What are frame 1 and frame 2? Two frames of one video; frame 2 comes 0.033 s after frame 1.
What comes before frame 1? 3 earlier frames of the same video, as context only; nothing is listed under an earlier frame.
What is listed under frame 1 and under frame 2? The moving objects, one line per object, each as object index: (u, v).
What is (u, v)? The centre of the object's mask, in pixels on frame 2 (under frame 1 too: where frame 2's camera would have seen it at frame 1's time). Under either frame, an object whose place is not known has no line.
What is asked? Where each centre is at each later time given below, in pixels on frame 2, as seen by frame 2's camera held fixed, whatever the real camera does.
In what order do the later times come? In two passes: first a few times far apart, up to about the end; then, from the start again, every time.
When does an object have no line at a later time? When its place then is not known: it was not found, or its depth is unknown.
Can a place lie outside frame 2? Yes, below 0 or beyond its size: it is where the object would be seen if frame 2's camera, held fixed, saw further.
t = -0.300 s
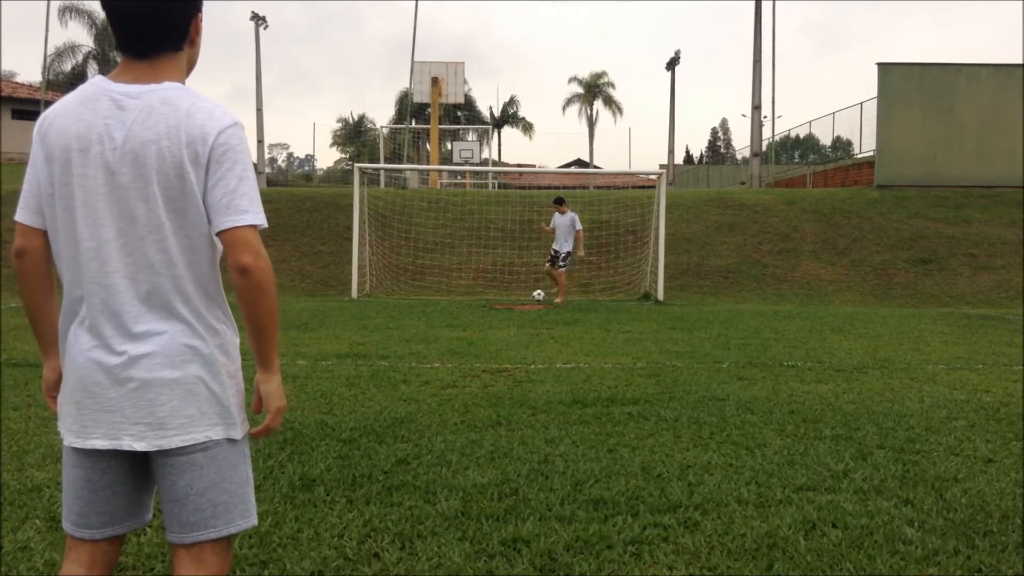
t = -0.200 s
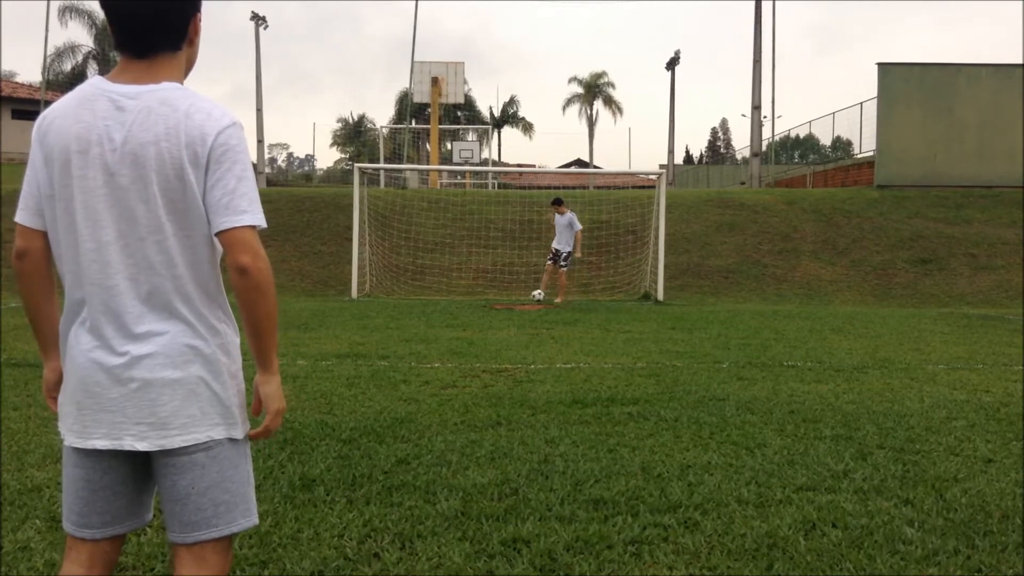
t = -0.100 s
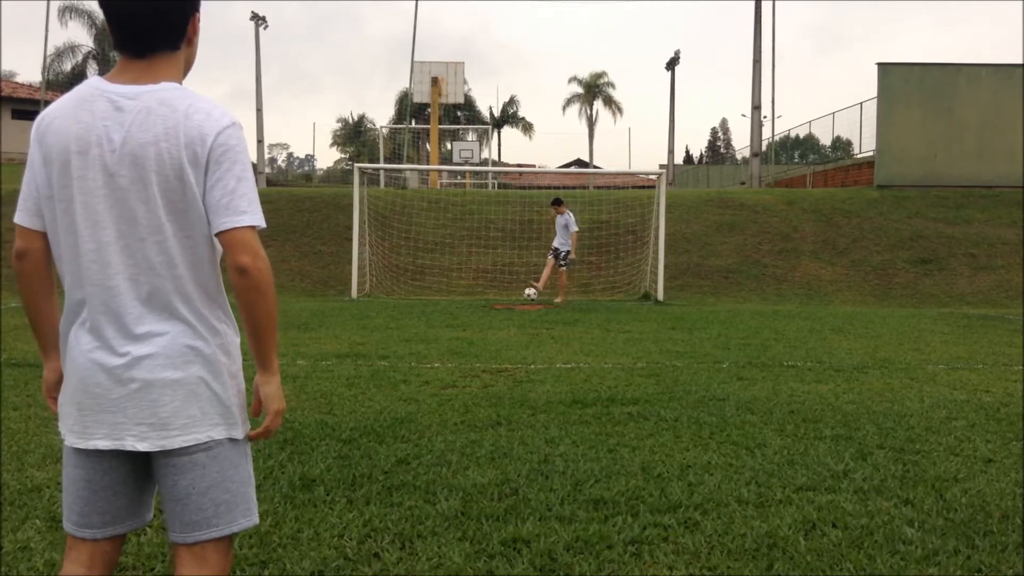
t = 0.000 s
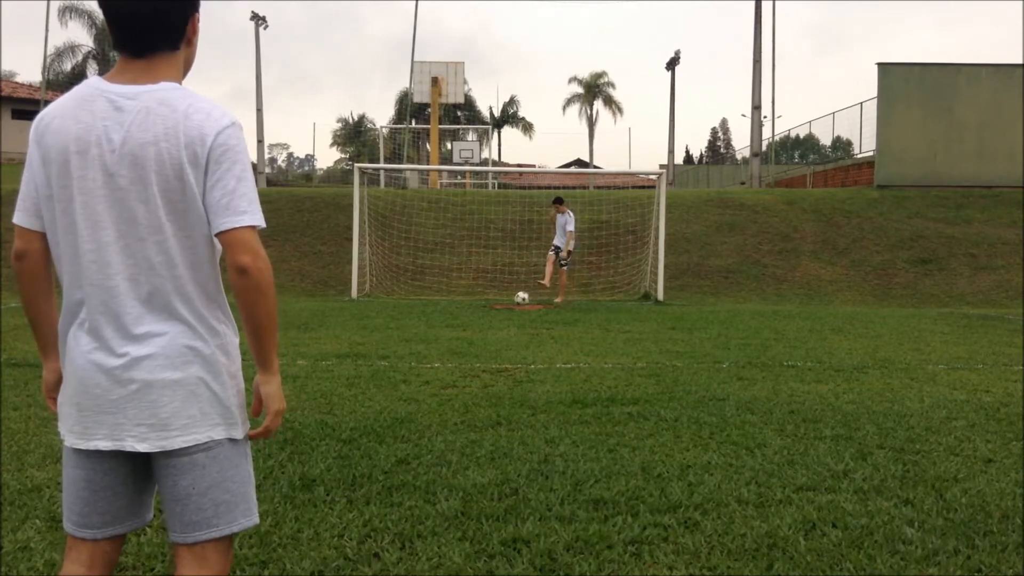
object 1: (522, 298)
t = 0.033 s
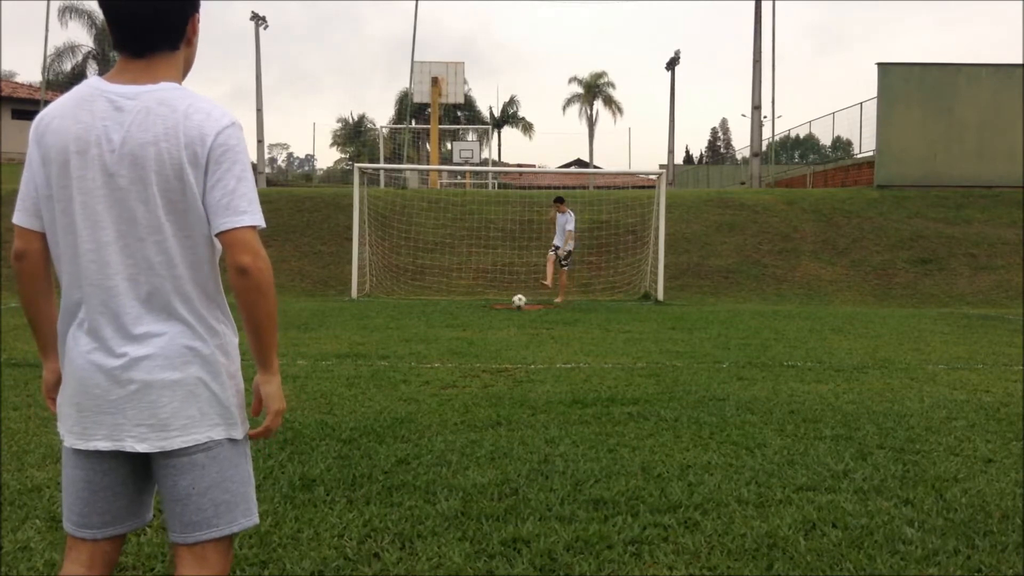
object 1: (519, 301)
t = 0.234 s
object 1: (505, 308)
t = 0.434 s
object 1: (491, 319)
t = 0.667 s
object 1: (476, 334)
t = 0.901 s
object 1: (461, 348)
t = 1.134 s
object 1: (445, 363)
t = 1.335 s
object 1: (428, 376)
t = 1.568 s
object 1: (406, 396)
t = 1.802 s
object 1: (376, 421)
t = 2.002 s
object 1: (345, 448)
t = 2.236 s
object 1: (300, 488)
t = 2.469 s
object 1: (238, 541)
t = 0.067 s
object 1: (516, 305)
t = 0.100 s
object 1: (514, 306)
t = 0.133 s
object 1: (512, 306)
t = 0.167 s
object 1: (510, 306)
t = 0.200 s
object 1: (507, 306)
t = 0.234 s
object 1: (505, 308)
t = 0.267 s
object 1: (503, 311)
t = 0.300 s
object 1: (500, 314)
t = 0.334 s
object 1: (498, 318)
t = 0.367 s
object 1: (495, 319)
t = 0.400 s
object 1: (494, 319)
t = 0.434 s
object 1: (491, 319)
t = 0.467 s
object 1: (489, 322)
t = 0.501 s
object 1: (487, 325)
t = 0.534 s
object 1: (485, 328)
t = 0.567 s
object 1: (482, 329)
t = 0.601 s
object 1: (480, 330)
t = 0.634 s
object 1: (478, 332)
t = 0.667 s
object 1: (476, 334)
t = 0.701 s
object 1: (474, 337)
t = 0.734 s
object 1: (472, 337)
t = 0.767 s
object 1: (470, 336)
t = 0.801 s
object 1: (468, 337)
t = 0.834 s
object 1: (465, 339)
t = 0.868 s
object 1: (463, 343)
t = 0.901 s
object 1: (461, 348)
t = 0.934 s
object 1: (459, 351)
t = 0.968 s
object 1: (457, 350)
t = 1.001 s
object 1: (455, 350)
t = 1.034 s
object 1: (452, 351)
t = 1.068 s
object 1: (450, 353)
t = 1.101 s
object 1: (447, 357)
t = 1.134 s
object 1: (445, 363)
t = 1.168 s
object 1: (442, 364)
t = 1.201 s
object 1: (440, 365)
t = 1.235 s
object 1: (437, 364)
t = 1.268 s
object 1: (434, 367)
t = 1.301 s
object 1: (432, 371)
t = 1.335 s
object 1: (428, 376)
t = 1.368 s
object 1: (426, 379)
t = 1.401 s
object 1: (423, 378)
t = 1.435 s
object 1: (420, 378)
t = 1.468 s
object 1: (416, 379)
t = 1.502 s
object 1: (413, 382)
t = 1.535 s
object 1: (410, 389)
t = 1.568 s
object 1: (406, 396)
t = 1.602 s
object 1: (402, 402)
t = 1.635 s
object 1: (398, 402)
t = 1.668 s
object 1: (394, 402)
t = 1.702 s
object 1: (390, 403)
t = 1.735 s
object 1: (386, 406)
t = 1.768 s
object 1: (381, 412)
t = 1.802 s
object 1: (376, 421)
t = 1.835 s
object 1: (372, 426)
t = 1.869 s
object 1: (366, 428)
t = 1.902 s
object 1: (362, 430)
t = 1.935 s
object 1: (356, 435)
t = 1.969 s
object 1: (351, 441)
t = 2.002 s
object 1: (345, 448)
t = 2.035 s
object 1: (340, 454)
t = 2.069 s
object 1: (334, 457)
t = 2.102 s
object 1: (327, 462)
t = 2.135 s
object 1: (321, 469)
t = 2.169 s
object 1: (314, 478)
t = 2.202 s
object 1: (307, 483)
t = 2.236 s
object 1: (300, 488)
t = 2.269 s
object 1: (292, 494)
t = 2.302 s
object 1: (283, 502)
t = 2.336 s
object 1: (276, 510)
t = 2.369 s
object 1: (266, 518)
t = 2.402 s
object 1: (259, 525)
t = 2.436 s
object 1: (249, 532)
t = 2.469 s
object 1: (238, 541)
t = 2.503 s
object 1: (228, 548)
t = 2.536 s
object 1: (218, 554)
